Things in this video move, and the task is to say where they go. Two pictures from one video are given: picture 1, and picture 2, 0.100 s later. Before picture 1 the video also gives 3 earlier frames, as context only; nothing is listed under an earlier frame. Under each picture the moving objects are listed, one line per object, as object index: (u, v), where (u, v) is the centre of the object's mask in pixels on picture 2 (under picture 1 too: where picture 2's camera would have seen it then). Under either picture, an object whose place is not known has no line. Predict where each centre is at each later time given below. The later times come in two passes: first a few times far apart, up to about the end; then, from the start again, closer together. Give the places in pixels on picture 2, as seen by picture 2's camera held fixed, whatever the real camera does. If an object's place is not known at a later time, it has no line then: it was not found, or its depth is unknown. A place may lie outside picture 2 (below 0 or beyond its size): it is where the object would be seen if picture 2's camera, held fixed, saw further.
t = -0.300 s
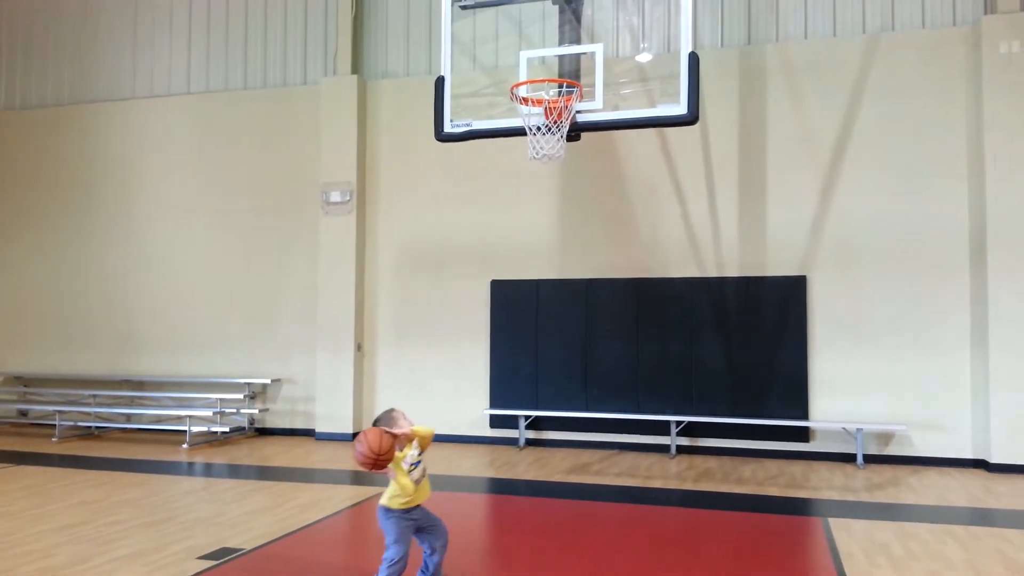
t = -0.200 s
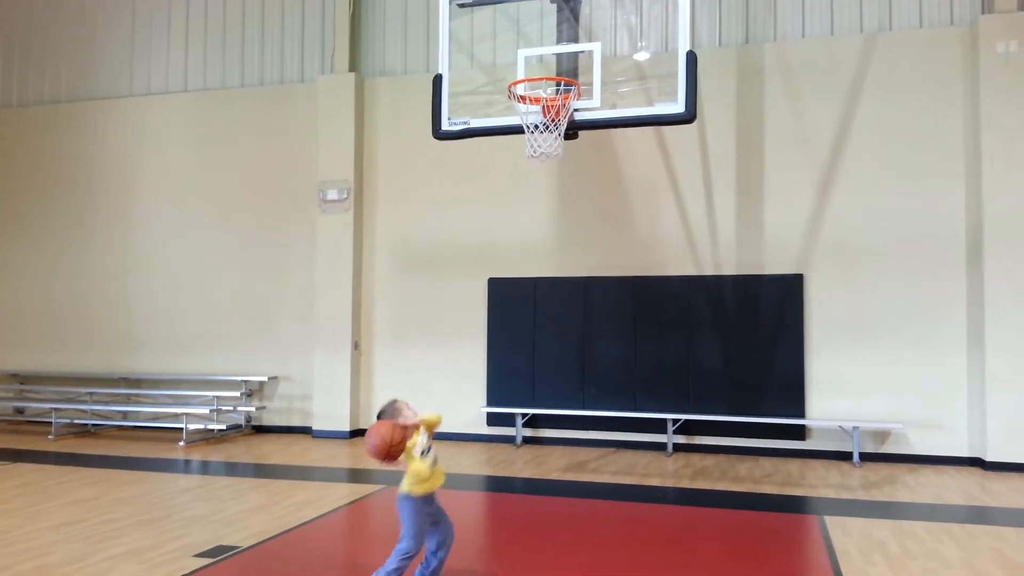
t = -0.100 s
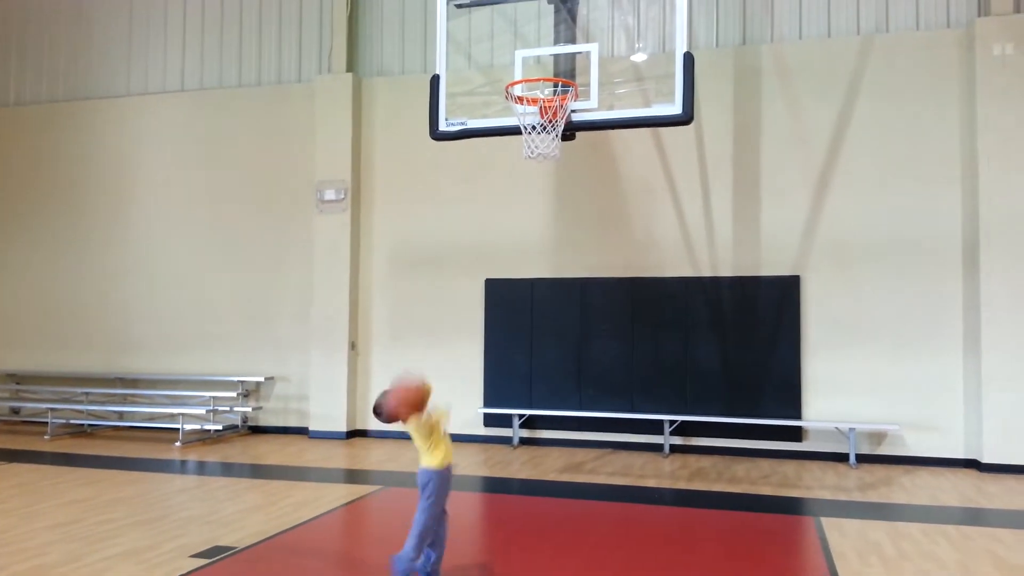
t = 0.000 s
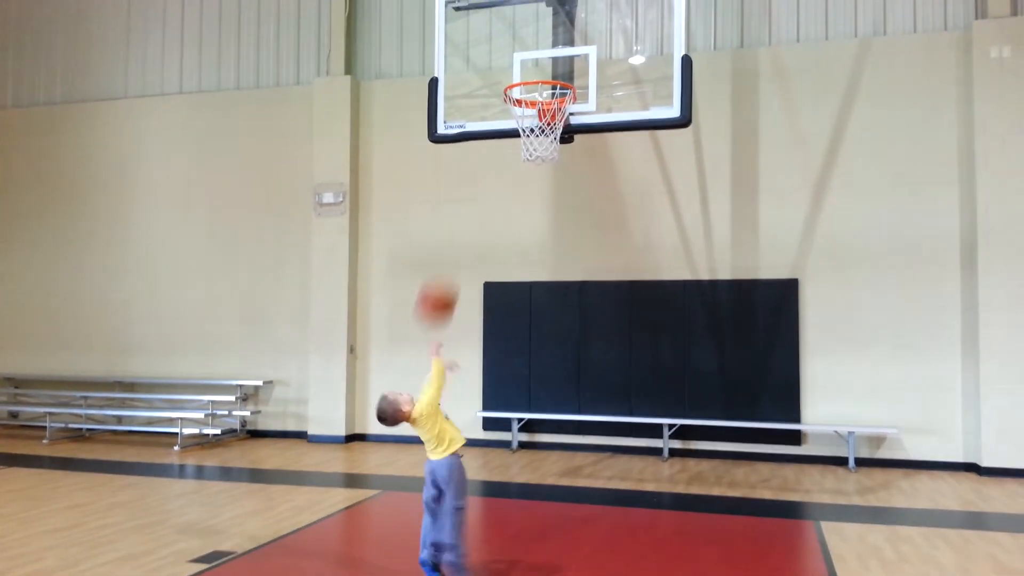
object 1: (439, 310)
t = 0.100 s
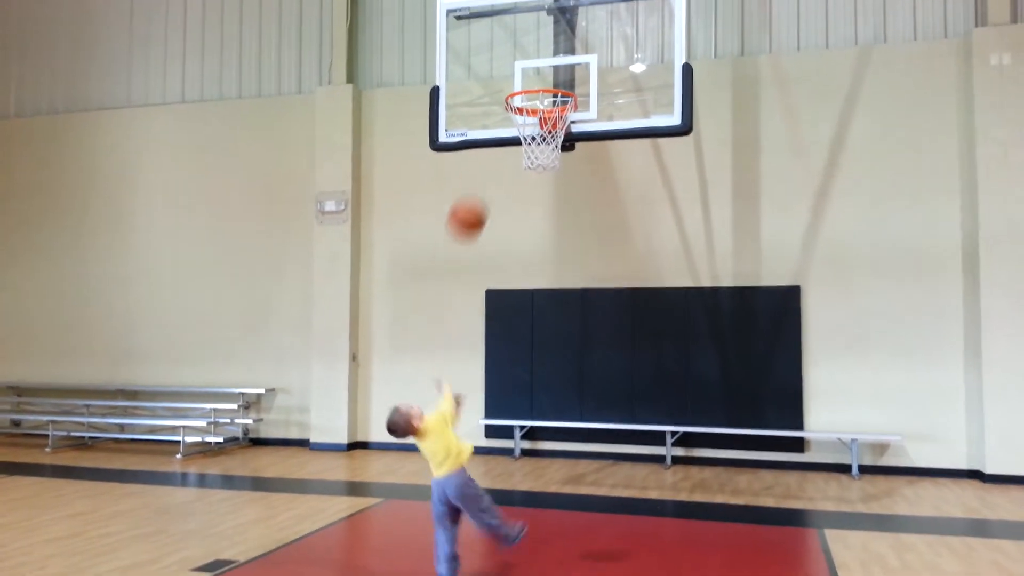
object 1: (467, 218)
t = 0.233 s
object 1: (502, 130)
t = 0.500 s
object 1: (560, 54)
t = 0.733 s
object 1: (606, 77)
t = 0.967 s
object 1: (639, 142)
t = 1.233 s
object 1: (681, 344)
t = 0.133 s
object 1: (476, 193)
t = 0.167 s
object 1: (485, 169)
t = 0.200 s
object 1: (493, 150)
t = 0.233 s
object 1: (502, 130)
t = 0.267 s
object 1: (509, 114)
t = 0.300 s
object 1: (516, 100)
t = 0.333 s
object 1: (526, 86)
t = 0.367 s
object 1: (533, 78)
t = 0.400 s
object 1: (540, 70)
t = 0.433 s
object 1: (547, 63)
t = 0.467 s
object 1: (554, 57)
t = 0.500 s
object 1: (560, 54)
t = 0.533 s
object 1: (567, 52)
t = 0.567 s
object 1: (574, 52)
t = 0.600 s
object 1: (581, 54)
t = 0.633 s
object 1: (588, 58)
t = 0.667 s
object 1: (594, 62)
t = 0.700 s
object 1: (600, 69)
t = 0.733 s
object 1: (606, 77)
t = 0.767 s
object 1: (610, 81)
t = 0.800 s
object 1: (616, 87)
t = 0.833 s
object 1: (622, 94)
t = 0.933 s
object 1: (634, 128)
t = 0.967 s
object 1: (639, 142)
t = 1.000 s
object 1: (644, 155)
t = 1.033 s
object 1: (648, 177)
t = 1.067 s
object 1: (653, 198)
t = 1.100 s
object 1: (658, 223)
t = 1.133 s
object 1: (664, 248)
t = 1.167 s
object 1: (669, 279)
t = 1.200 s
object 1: (675, 312)
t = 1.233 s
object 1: (681, 344)
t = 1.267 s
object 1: (687, 382)
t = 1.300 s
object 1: (694, 420)
